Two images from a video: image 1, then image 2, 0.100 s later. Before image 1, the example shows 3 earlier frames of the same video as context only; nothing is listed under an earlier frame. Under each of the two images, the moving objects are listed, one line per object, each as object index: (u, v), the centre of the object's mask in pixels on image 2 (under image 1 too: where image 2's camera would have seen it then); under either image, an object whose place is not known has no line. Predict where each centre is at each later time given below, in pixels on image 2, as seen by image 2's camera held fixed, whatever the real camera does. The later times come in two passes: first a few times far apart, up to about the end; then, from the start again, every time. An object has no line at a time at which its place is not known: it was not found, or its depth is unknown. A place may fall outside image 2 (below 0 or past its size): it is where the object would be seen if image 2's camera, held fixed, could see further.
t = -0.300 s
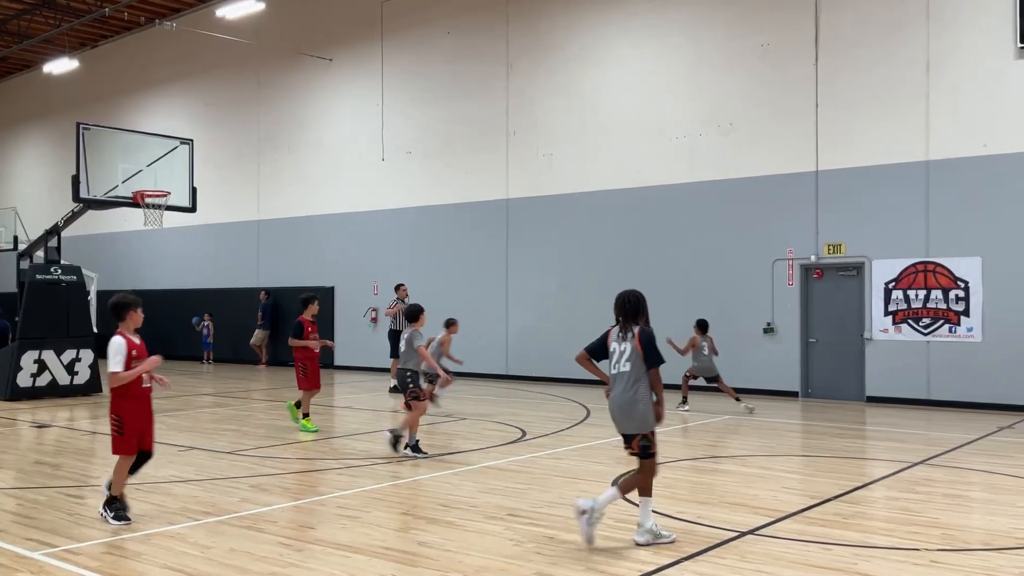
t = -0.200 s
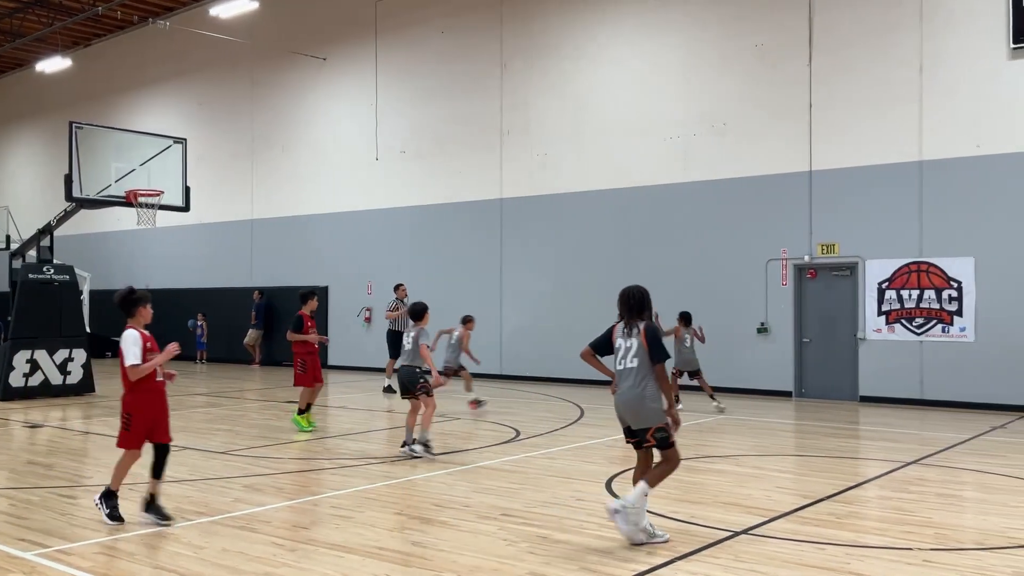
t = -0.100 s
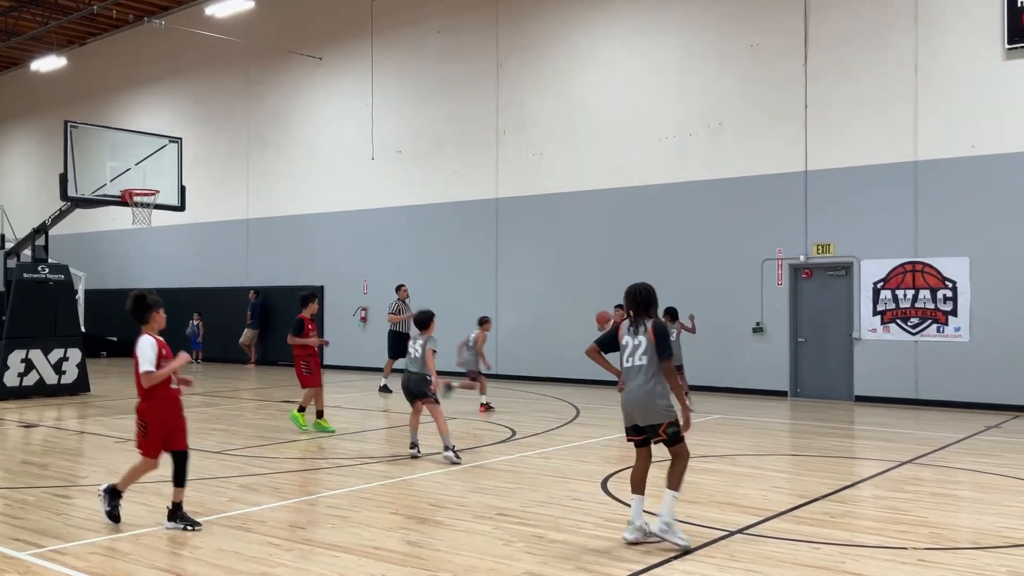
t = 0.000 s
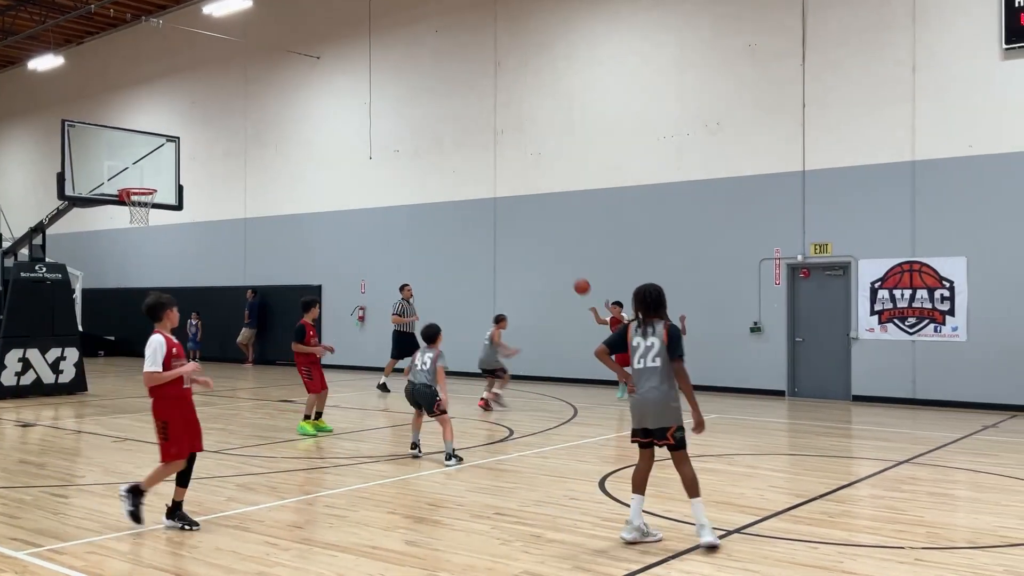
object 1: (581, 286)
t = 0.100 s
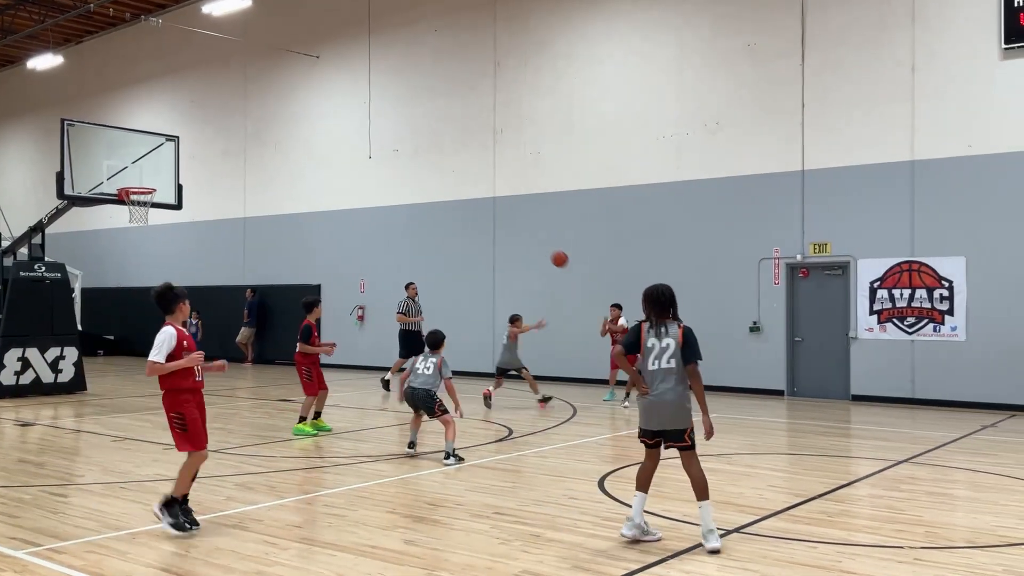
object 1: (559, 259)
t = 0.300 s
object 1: (513, 222)
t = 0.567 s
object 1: (445, 214)
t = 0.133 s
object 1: (552, 251)
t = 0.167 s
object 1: (544, 244)
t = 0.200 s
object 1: (537, 237)
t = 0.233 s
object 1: (529, 232)
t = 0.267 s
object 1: (521, 226)
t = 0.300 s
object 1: (513, 222)
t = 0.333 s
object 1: (505, 218)
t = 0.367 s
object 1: (497, 215)
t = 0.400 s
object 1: (489, 213)
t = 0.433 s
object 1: (480, 211)
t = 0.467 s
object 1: (471, 211)
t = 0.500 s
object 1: (463, 211)
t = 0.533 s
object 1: (454, 212)
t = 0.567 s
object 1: (445, 214)
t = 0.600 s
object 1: (436, 216)
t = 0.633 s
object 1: (426, 220)
